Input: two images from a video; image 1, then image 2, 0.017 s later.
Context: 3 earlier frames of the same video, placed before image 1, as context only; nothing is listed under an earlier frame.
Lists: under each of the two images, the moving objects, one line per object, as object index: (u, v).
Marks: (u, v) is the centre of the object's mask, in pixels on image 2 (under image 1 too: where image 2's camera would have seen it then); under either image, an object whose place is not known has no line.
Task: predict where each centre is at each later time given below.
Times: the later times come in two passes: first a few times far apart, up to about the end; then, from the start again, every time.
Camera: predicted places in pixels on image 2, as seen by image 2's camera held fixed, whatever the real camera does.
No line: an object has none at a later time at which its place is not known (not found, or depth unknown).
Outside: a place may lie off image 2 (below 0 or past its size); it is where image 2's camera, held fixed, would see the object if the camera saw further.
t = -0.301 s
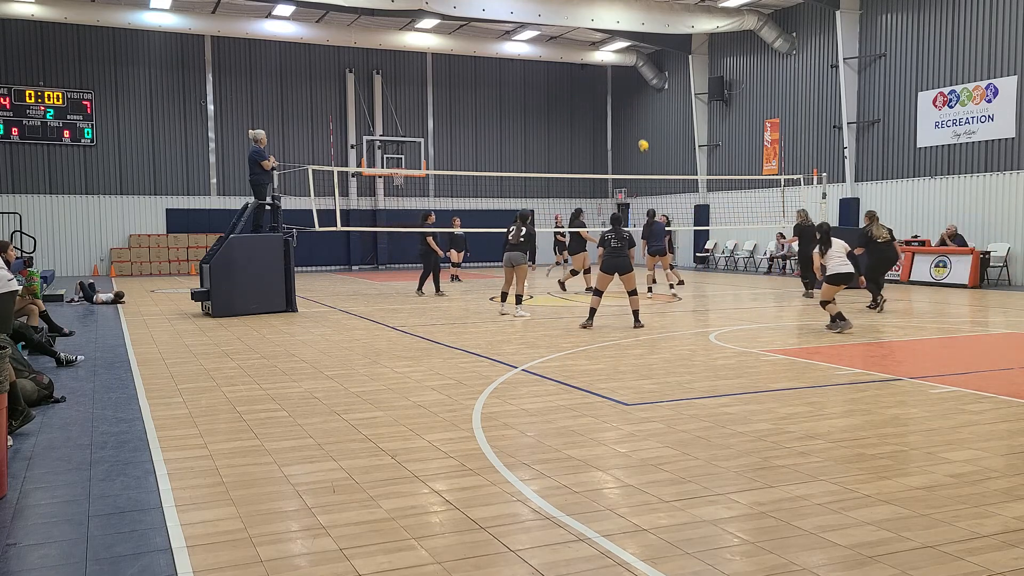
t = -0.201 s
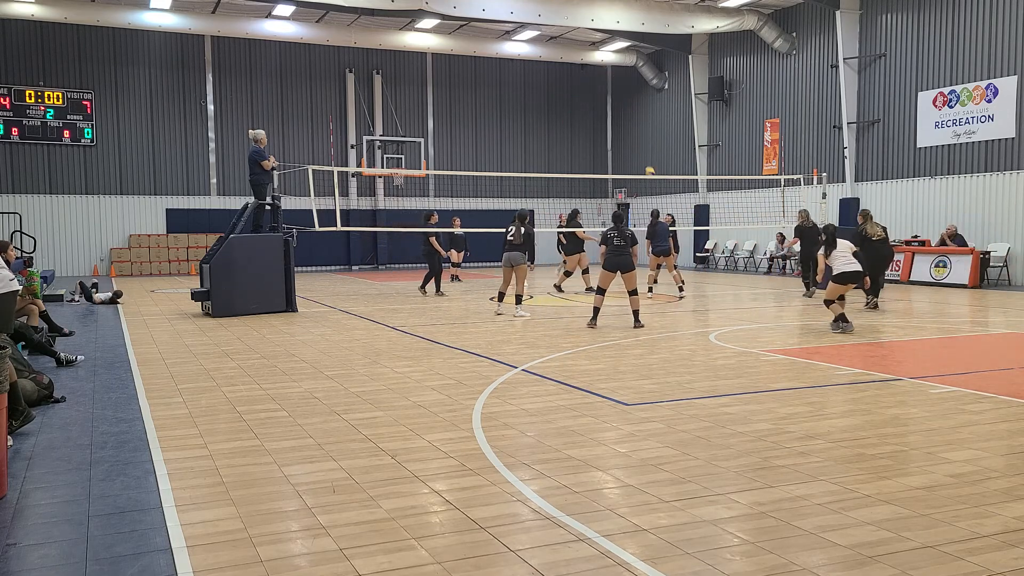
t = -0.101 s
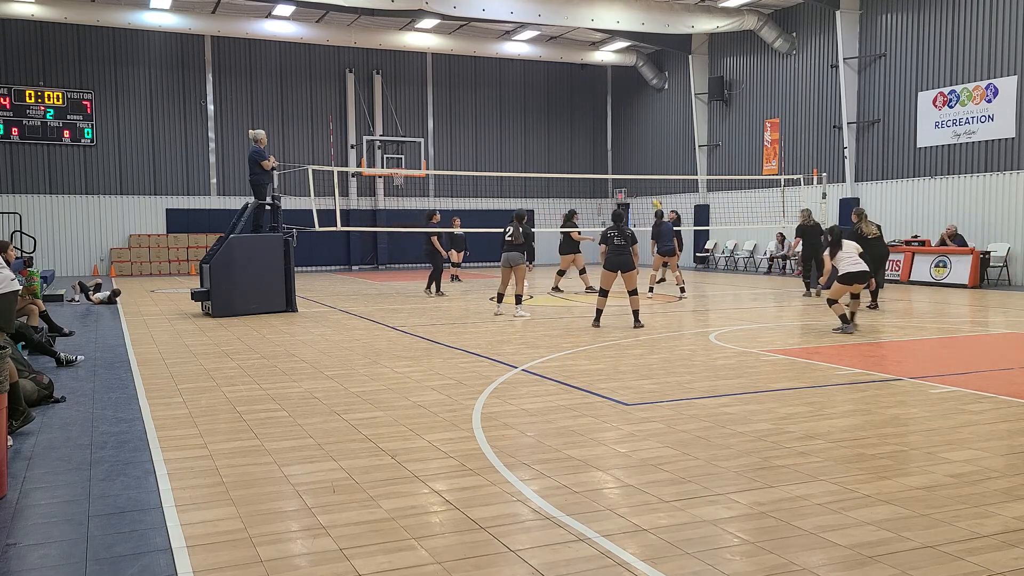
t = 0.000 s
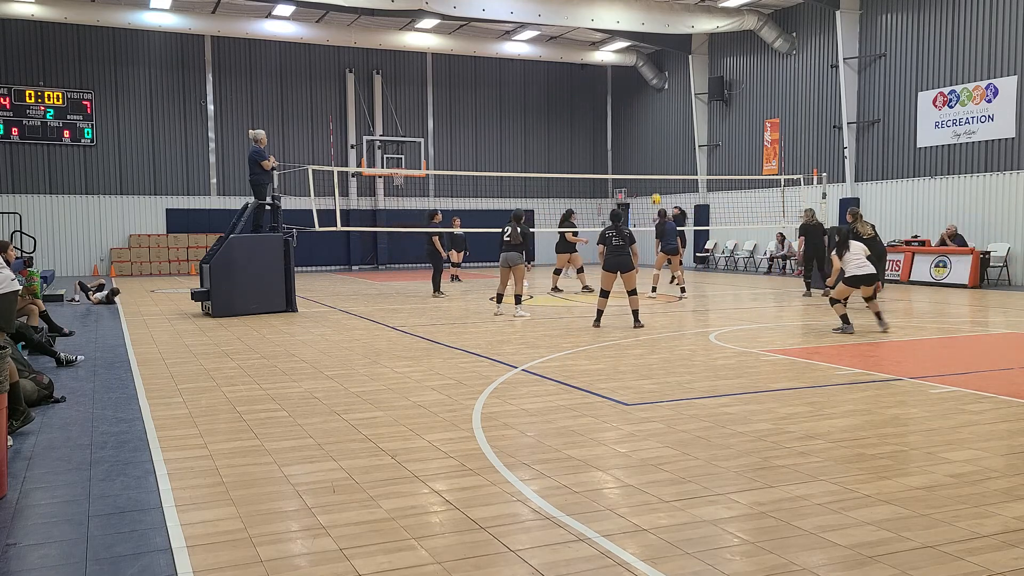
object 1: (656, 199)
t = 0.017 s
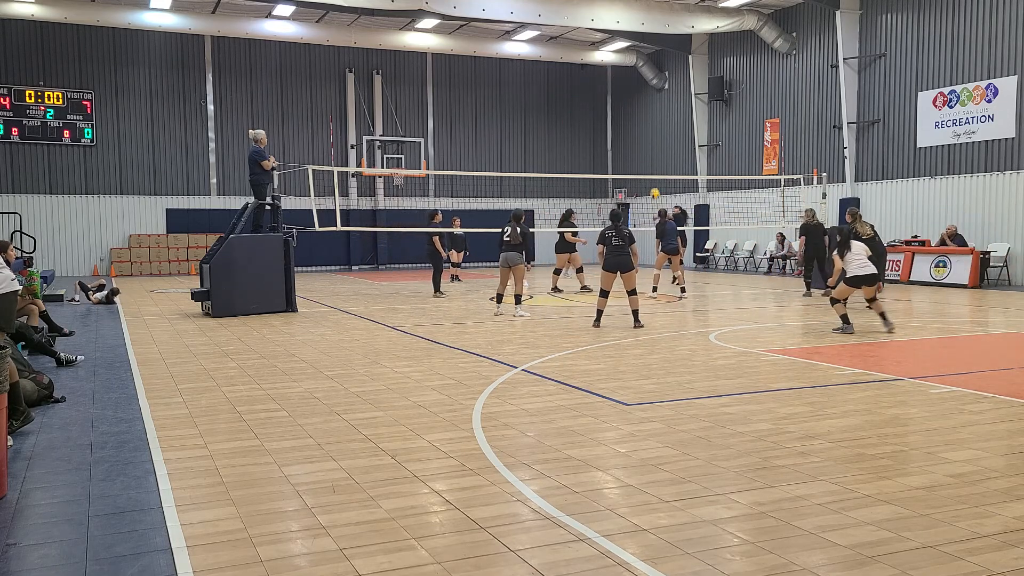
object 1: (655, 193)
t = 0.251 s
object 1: (638, 131)
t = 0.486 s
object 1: (621, 94)
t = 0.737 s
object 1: (603, 83)
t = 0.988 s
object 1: (584, 102)
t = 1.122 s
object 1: (575, 124)
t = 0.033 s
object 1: (654, 189)
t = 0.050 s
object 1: (652, 184)
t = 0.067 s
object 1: (651, 178)
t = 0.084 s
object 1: (650, 171)
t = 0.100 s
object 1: (649, 168)
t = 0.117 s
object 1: (647, 164)
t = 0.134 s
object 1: (646, 159)
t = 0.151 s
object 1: (645, 155)
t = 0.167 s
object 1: (644, 151)
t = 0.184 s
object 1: (642, 146)
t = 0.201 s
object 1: (641, 142)
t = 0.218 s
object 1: (640, 138)
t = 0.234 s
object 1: (639, 135)
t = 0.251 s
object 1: (638, 131)
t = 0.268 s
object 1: (636, 128)
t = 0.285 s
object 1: (635, 124)
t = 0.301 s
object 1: (634, 121)
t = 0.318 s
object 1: (633, 118)
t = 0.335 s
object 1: (632, 115)
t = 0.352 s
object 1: (630, 112)
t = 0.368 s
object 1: (629, 109)
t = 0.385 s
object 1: (628, 106)
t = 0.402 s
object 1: (627, 104)
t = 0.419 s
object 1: (626, 102)
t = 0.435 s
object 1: (624, 100)
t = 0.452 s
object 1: (623, 97)
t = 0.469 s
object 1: (622, 95)
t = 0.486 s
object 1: (621, 94)
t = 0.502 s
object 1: (620, 92)
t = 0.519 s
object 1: (619, 90)
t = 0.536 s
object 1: (617, 89)
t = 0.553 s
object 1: (616, 88)
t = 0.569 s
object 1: (615, 87)
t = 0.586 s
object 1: (613, 86)
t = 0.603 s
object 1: (612, 85)
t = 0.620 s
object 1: (611, 84)
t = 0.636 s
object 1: (610, 83)
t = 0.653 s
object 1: (609, 83)
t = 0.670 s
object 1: (607, 83)
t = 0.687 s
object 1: (606, 82)
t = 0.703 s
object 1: (605, 82)
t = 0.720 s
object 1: (604, 82)
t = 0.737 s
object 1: (603, 83)
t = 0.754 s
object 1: (601, 83)
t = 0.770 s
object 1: (600, 83)
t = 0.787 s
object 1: (599, 84)
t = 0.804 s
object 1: (598, 85)
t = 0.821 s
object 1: (596, 86)
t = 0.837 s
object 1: (595, 87)
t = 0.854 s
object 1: (594, 88)
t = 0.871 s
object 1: (593, 89)
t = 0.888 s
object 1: (591, 90)
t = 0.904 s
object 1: (590, 92)
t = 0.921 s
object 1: (589, 93)
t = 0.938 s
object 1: (588, 95)
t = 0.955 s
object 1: (587, 97)
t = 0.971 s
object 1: (586, 100)
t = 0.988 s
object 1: (584, 102)
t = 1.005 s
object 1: (583, 104)
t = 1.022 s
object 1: (582, 107)
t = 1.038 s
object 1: (581, 109)
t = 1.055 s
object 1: (580, 112)
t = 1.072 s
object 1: (579, 115)
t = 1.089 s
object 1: (577, 118)
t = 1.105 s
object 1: (576, 121)
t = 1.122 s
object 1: (575, 124)
